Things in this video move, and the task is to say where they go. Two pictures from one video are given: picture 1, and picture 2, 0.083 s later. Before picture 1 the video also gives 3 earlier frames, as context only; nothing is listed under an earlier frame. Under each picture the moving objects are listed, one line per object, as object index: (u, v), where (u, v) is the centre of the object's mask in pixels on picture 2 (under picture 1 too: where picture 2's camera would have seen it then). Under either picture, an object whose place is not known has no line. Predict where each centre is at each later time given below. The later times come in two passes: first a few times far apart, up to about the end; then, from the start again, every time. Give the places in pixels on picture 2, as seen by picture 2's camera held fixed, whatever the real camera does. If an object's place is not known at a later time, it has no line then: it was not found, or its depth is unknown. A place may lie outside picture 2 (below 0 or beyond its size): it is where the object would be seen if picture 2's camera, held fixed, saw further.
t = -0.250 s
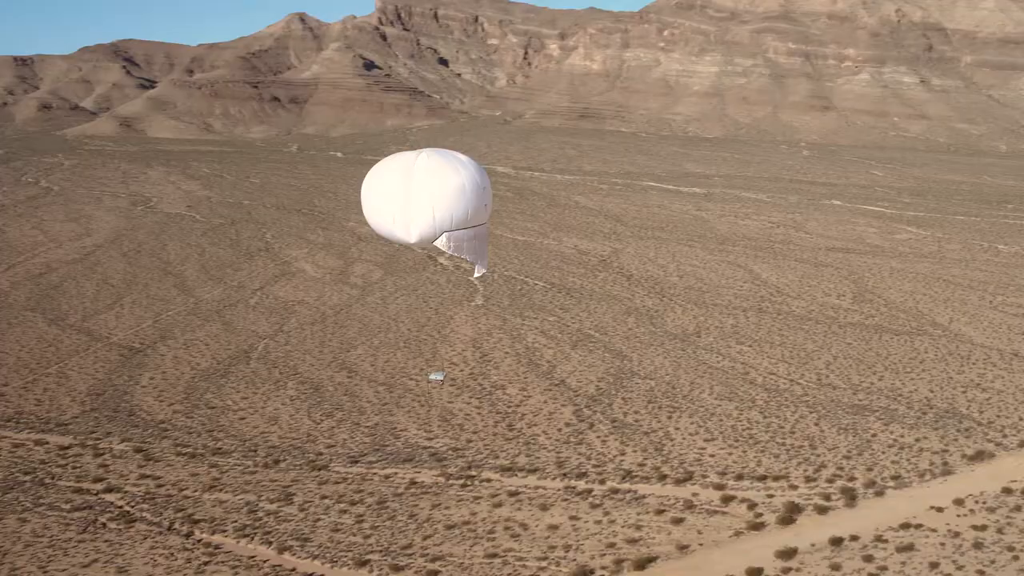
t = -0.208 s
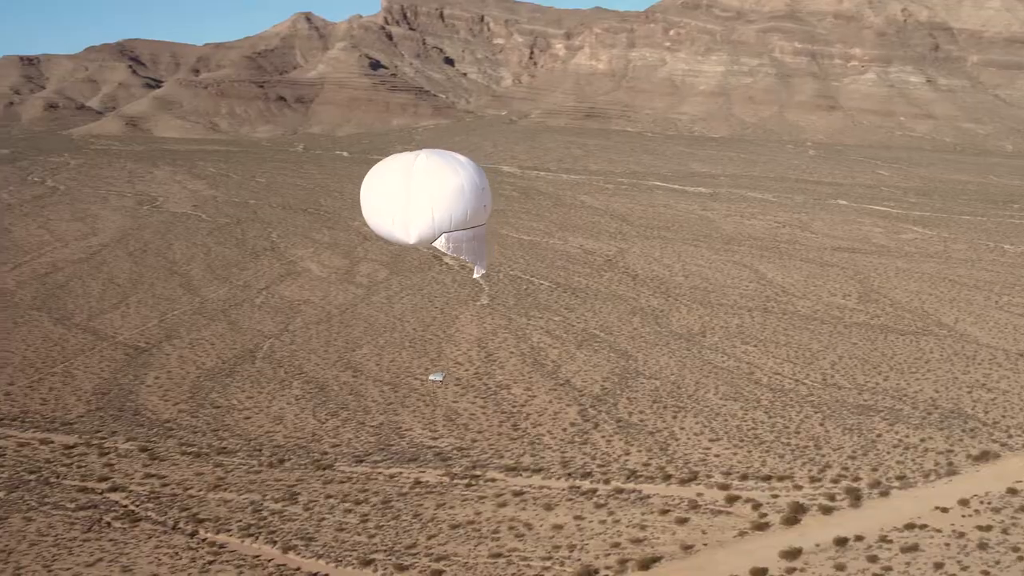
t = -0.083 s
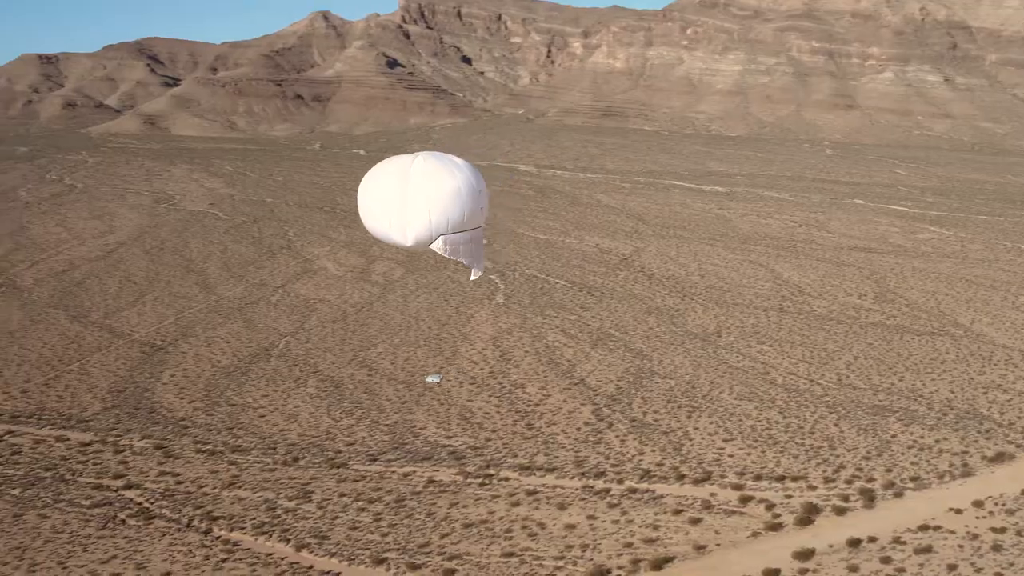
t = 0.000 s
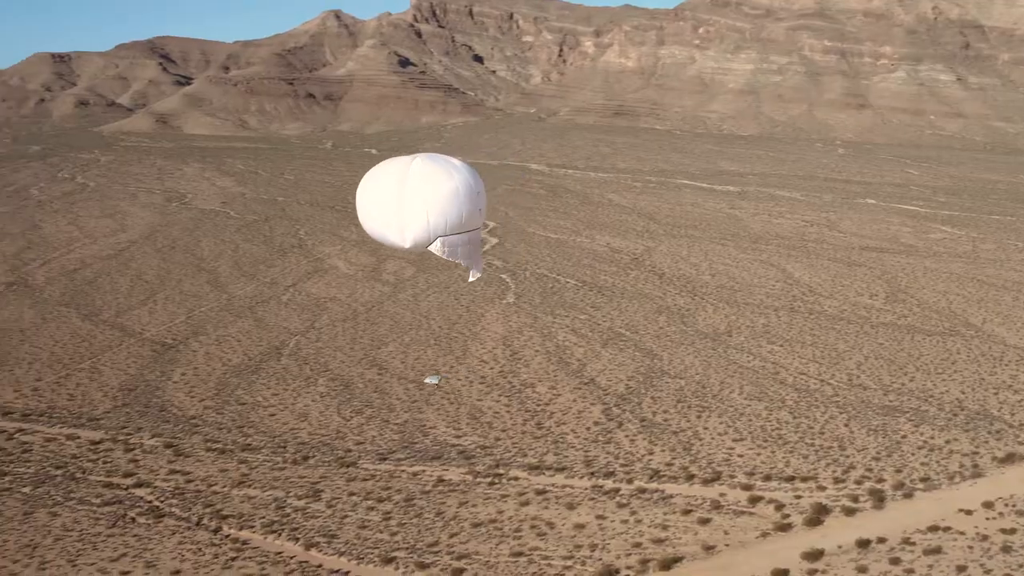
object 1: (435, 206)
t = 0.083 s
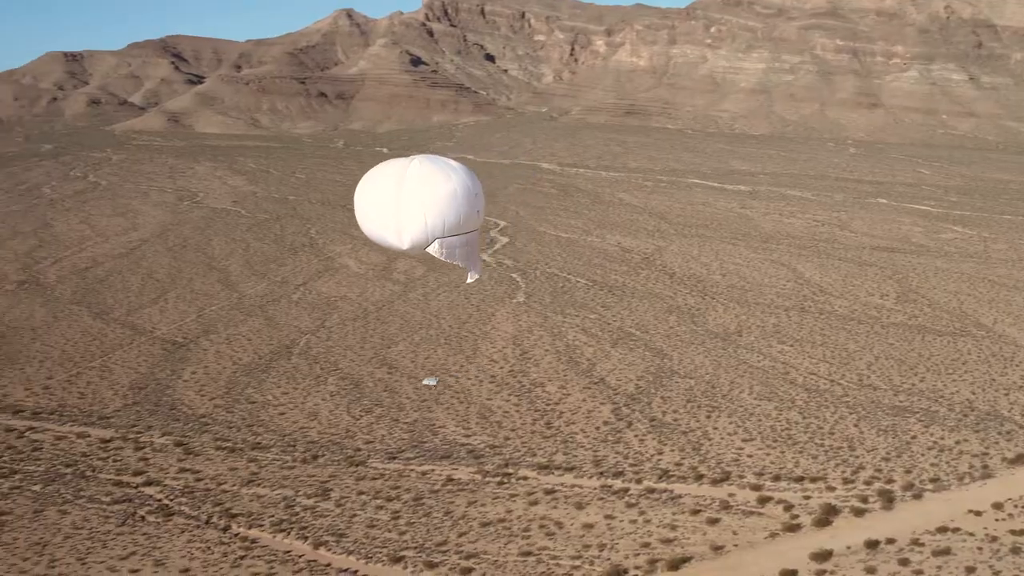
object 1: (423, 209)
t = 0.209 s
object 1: (406, 213)
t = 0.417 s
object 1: (376, 218)
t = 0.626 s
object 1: (346, 225)
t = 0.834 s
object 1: (316, 231)
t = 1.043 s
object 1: (285, 238)
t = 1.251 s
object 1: (254, 245)
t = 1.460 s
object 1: (223, 251)
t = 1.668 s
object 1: (191, 258)
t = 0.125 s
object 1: (417, 210)
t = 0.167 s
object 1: (412, 211)
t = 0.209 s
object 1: (406, 213)
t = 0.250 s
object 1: (400, 213)
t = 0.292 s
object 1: (394, 214)
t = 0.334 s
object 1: (388, 216)
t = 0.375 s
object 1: (382, 217)
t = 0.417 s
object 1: (376, 218)
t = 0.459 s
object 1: (370, 220)
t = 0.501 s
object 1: (364, 221)
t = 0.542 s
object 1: (358, 222)
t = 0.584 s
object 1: (352, 224)
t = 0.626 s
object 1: (346, 225)
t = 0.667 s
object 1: (340, 227)
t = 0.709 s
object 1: (334, 227)
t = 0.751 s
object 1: (328, 229)
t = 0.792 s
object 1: (321, 230)
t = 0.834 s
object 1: (316, 231)
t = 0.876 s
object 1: (310, 233)
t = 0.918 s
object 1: (304, 234)
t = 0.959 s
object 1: (297, 236)
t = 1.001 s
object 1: (292, 237)
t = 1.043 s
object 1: (285, 238)
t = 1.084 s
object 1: (279, 240)
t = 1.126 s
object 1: (273, 241)
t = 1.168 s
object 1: (267, 242)
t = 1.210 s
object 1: (261, 244)
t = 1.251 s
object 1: (254, 245)
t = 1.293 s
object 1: (248, 246)
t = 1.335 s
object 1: (242, 248)
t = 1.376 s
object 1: (235, 249)
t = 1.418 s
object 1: (230, 250)
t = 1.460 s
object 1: (223, 251)
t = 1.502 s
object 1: (217, 253)
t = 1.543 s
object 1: (211, 254)
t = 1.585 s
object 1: (204, 255)
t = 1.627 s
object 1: (198, 257)
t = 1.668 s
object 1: (191, 258)
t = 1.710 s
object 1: (185, 259)
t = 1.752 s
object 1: (179, 260)
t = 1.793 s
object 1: (172, 262)
